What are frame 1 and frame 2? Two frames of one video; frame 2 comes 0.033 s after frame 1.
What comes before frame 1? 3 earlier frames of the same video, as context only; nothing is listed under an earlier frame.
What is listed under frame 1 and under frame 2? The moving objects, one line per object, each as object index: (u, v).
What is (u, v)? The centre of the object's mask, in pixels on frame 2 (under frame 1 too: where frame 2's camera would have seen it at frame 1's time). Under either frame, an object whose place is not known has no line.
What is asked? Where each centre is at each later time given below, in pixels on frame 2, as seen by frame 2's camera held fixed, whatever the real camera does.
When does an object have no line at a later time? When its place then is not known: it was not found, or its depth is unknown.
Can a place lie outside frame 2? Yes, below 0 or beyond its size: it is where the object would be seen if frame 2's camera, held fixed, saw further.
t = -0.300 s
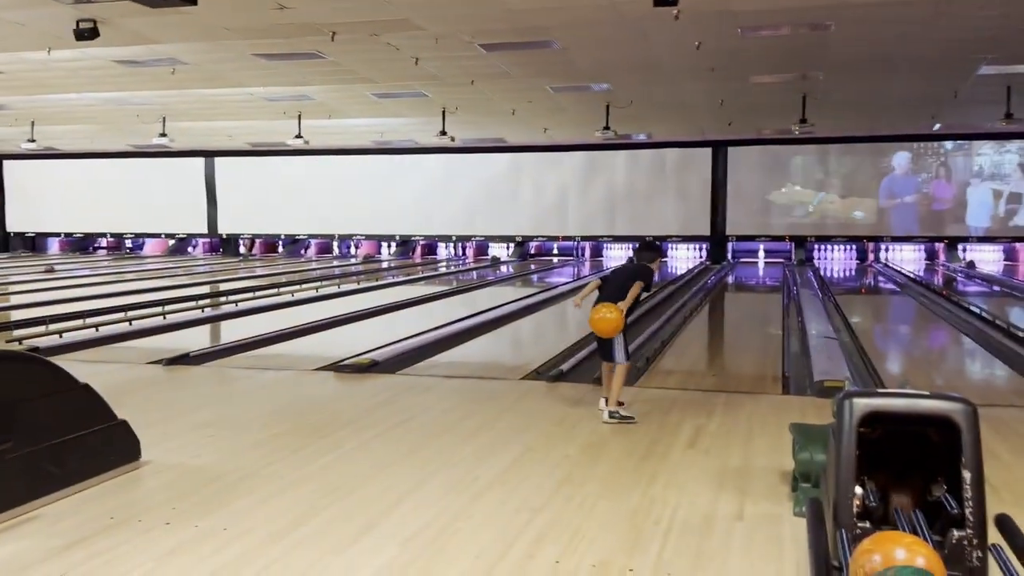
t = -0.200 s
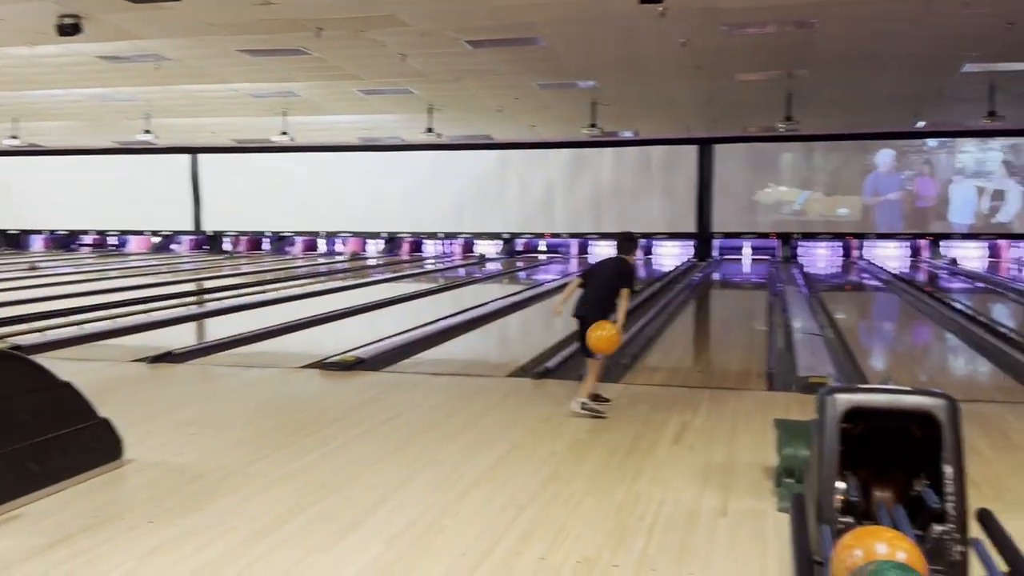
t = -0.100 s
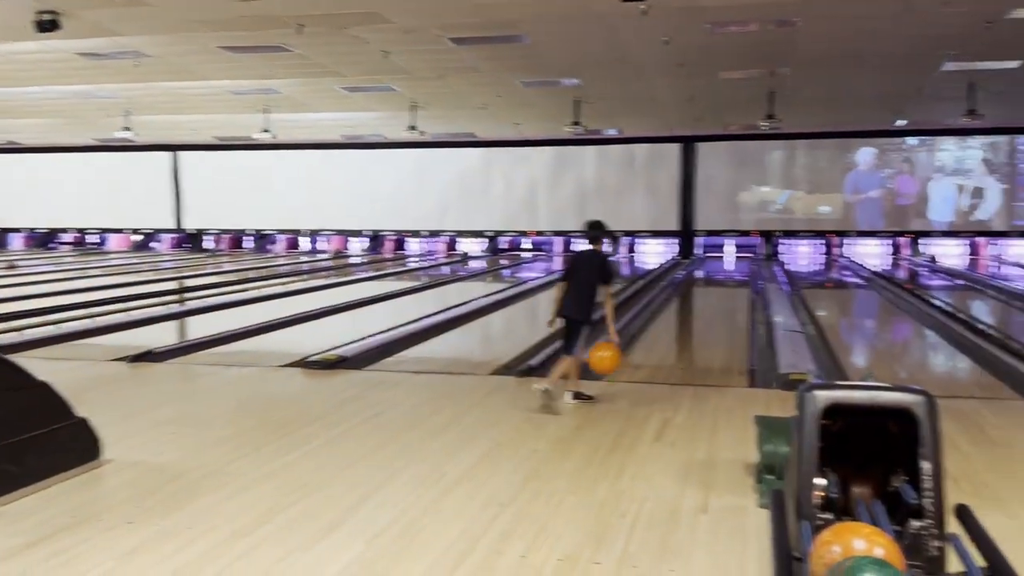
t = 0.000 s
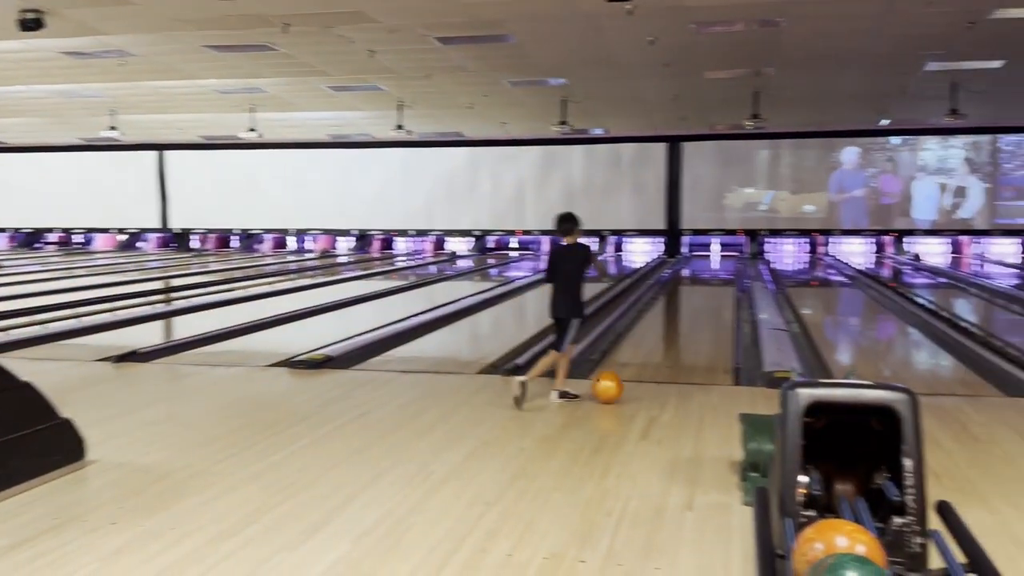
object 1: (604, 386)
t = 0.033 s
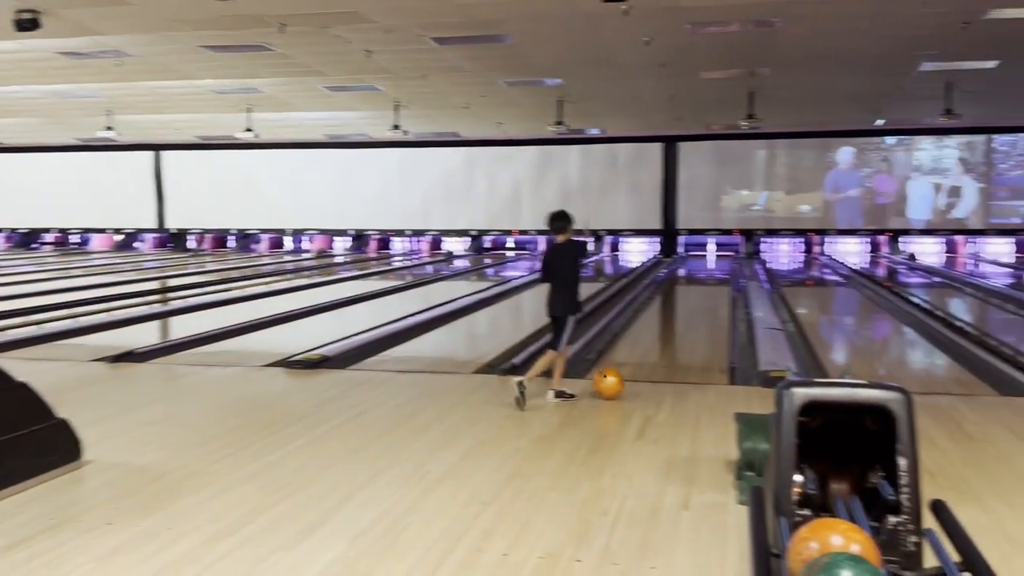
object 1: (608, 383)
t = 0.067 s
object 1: (613, 381)
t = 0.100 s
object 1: (617, 379)
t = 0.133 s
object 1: (621, 380)
